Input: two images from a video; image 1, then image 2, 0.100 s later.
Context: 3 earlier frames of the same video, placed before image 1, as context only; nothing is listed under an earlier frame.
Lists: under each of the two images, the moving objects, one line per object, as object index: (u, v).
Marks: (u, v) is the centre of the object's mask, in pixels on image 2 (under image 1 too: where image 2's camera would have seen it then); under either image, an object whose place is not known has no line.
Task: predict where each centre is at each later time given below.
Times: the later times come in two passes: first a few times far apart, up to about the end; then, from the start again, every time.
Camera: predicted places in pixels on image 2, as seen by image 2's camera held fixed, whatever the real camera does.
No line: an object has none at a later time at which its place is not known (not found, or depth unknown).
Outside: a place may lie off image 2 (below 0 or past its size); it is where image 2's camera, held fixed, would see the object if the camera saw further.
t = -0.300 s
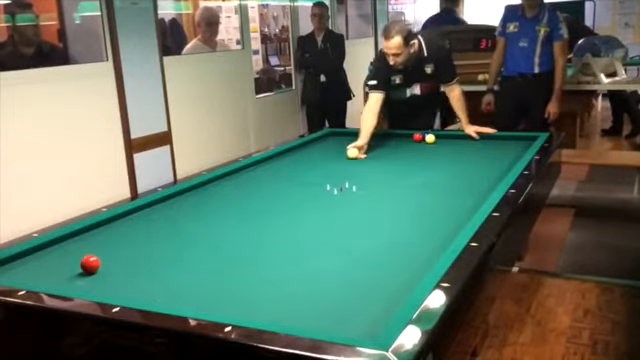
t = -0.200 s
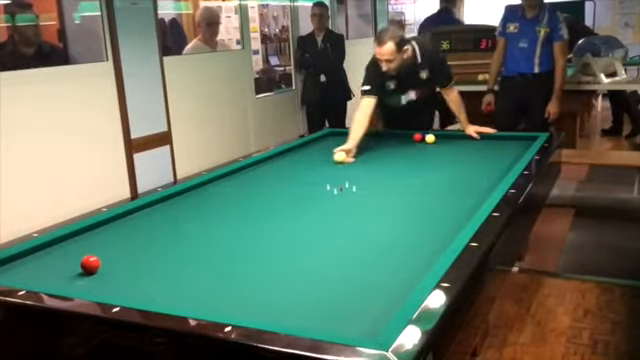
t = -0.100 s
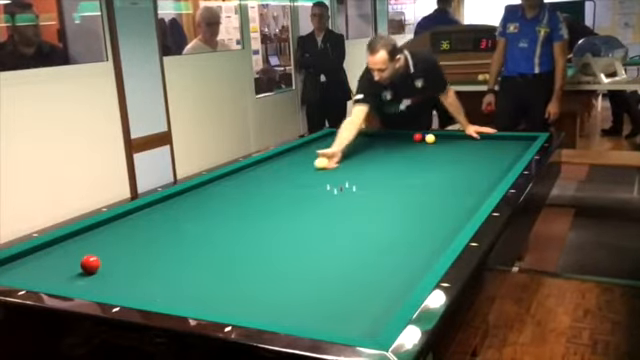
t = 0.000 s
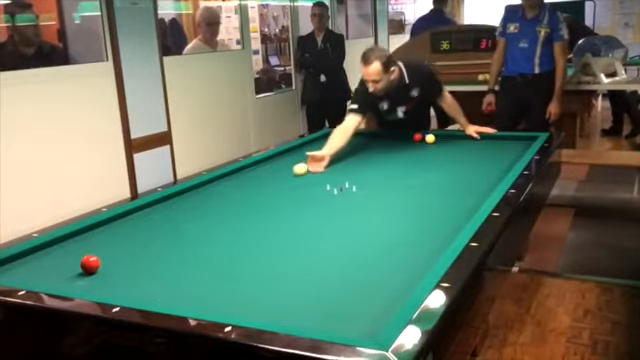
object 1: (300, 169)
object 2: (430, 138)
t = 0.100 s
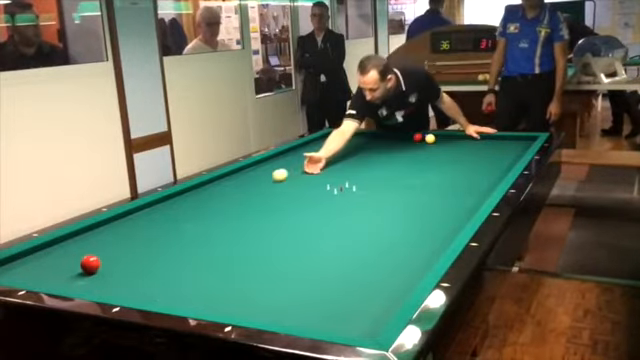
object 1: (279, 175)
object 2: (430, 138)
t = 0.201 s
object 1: (260, 180)
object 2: (430, 138)
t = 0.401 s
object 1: (219, 192)
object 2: (430, 138)
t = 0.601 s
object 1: (174, 206)
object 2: (430, 138)
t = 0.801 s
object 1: (120, 221)
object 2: (430, 138)
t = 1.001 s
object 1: (63, 239)
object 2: (430, 138)
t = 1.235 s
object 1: (10, 264)
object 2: (430, 138)
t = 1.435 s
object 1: (23, 262)
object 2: (430, 138)
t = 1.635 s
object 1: (62, 250)
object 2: (430, 138)
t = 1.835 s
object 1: (95, 239)
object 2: (430, 138)
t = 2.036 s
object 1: (124, 230)
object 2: (430, 138)
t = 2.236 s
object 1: (151, 222)
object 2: (430, 138)
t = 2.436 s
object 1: (176, 214)
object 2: (430, 138)
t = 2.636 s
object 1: (198, 207)
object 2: (430, 138)
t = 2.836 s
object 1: (219, 201)
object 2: (430, 138)
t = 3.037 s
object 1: (238, 195)
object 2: (430, 138)
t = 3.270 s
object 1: (258, 189)
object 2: (430, 138)
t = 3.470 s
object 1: (274, 184)
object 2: (430, 138)
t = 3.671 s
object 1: (290, 179)
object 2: (430, 138)
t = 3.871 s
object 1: (304, 175)
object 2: (430, 138)
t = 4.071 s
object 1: (317, 170)
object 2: (430, 138)
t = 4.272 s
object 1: (330, 167)
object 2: (430, 138)
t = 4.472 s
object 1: (341, 163)
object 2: (430, 138)
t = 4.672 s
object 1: (352, 160)
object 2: (430, 138)
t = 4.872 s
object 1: (363, 157)
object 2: (430, 138)
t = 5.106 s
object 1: (374, 153)
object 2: (430, 138)
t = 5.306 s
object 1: (383, 150)
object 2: (430, 138)
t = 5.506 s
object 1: (392, 148)
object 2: (430, 138)
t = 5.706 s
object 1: (400, 145)
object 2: (430, 138)
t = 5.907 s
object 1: (408, 143)
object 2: (430, 138)
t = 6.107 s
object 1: (415, 140)
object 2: (430, 138)
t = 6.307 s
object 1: (420, 138)
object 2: (431, 137)
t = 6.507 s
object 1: (421, 138)
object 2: (438, 137)
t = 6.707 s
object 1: (423, 137)
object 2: (444, 137)
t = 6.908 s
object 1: (424, 137)
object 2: (449, 136)
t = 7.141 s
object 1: (424, 137)
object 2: (455, 136)
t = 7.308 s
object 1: (425, 137)
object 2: (459, 136)
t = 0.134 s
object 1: (273, 177)
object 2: (430, 138)
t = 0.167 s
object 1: (266, 179)
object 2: (430, 138)
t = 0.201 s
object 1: (260, 180)
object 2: (430, 138)
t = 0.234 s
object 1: (253, 182)
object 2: (430, 138)
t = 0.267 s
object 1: (247, 184)
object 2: (430, 138)
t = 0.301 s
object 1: (240, 186)
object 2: (430, 138)
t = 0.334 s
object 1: (233, 188)
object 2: (430, 138)
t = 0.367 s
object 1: (226, 190)
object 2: (430, 138)
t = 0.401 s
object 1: (219, 192)
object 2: (430, 138)
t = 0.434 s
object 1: (212, 194)
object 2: (430, 138)
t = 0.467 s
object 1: (205, 197)
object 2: (430, 138)
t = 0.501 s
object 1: (197, 199)
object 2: (430, 138)
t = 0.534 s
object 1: (189, 201)
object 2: (430, 138)
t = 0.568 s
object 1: (182, 203)
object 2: (430, 138)
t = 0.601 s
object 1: (174, 206)
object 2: (430, 138)
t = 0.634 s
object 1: (165, 208)
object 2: (430, 138)
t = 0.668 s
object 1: (157, 211)
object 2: (430, 138)
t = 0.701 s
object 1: (148, 213)
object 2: (430, 138)
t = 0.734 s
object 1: (138, 216)
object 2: (430, 138)
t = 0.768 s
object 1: (130, 218)
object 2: (430, 138)
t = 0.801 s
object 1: (120, 221)
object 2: (430, 138)
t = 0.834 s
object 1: (110, 224)
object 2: (430, 138)
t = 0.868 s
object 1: (101, 226)
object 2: (430, 138)
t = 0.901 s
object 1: (91, 229)
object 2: (430, 138)
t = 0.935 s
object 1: (81, 232)
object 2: (430, 138)
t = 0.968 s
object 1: (70, 235)
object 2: (430, 138)
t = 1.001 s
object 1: (63, 239)
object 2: (430, 138)
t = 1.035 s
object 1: (56, 242)
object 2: (430, 138)
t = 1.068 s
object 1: (49, 246)
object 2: (430, 138)
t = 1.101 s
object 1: (42, 249)
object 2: (430, 138)
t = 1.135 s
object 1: (34, 253)
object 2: (430, 138)
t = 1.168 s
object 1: (26, 256)
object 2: (430, 138)
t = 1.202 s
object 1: (18, 260)
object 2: (430, 138)
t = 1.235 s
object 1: (10, 264)
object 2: (430, 138)
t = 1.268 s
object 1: (6, 268)
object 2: (430, 138)
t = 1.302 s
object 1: (2, 271)
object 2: (430, 138)
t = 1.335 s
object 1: (4, 270)
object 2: (430, 138)
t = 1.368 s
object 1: (8, 268)
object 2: (430, 137)
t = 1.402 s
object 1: (15, 265)
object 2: (430, 138)
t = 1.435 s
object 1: (23, 262)
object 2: (430, 138)
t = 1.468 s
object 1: (30, 260)
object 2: (430, 138)
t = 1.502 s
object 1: (38, 258)
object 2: (430, 138)
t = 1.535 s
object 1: (44, 256)
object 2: (430, 138)
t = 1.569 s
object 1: (51, 254)
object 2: (430, 138)
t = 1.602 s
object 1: (57, 252)
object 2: (430, 138)
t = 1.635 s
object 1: (62, 250)
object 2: (430, 138)
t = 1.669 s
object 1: (68, 248)
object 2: (430, 137)
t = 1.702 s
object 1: (74, 246)
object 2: (430, 138)
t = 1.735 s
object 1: (79, 245)
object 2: (430, 138)
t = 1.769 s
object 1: (84, 243)
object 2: (430, 138)
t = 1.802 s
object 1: (90, 241)
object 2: (430, 138)
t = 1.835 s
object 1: (95, 239)
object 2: (430, 138)
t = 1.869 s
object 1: (100, 238)
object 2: (430, 138)
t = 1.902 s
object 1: (105, 236)
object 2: (430, 138)
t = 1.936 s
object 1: (110, 235)
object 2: (430, 138)
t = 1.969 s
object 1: (115, 233)
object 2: (430, 138)
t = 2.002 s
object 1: (119, 232)
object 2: (430, 138)
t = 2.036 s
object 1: (124, 230)
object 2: (430, 138)
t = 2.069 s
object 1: (128, 229)
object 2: (430, 138)
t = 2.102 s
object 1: (133, 227)
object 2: (430, 138)
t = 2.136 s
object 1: (138, 226)
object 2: (430, 138)
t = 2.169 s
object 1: (142, 225)
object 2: (430, 138)
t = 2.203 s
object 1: (146, 223)
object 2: (430, 138)
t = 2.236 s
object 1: (151, 222)
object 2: (430, 138)
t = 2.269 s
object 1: (155, 221)
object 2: (430, 138)
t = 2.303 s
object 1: (160, 220)
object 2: (430, 138)
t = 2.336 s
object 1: (164, 218)
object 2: (430, 138)
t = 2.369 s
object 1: (168, 217)
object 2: (430, 138)
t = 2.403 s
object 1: (172, 216)
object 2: (430, 138)
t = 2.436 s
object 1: (176, 214)
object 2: (430, 138)
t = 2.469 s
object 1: (180, 213)
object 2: (430, 138)
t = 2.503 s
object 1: (184, 212)
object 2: (430, 138)
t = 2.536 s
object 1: (187, 211)
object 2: (430, 138)
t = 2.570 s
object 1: (191, 210)
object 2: (430, 138)
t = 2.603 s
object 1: (195, 208)
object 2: (430, 138)
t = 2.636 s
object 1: (198, 207)
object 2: (430, 138)
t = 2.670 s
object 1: (202, 206)
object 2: (430, 138)
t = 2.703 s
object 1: (205, 205)
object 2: (430, 138)
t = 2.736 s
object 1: (209, 204)
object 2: (430, 138)
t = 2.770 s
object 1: (212, 203)
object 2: (430, 138)
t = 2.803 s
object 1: (215, 202)
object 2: (430, 138)
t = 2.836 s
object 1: (219, 201)
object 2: (430, 138)
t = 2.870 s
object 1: (222, 200)
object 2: (430, 138)
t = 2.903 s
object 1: (225, 199)
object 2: (430, 138)
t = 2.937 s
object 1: (229, 198)
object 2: (430, 138)
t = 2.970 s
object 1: (231, 197)
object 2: (430, 138)
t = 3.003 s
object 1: (235, 196)
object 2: (430, 138)
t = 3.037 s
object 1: (238, 195)
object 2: (430, 138)
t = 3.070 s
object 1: (241, 194)
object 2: (430, 138)
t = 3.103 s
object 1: (244, 193)
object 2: (430, 138)
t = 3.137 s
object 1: (246, 192)
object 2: (430, 138)
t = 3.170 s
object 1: (249, 191)
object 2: (430, 138)
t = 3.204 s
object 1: (253, 190)
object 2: (430, 138)
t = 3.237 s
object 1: (255, 190)
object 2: (430, 138)
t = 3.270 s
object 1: (258, 189)
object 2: (430, 138)
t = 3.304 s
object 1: (261, 188)
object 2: (430, 138)
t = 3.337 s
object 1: (264, 187)
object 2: (430, 138)
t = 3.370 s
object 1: (266, 186)
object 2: (430, 138)
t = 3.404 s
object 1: (269, 185)
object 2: (430, 138)
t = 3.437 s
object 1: (272, 184)
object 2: (430, 138)
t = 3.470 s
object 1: (274, 184)
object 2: (430, 138)
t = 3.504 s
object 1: (277, 183)
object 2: (430, 138)
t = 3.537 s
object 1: (280, 182)
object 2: (430, 138)
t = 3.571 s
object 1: (282, 181)
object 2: (430, 138)
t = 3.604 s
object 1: (285, 180)
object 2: (430, 138)
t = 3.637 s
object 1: (287, 180)
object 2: (430, 138)
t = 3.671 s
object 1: (290, 179)
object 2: (430, 138)
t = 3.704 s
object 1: (292, 178)
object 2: (430, 138)
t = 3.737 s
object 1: (294, 177)
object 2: (430, 138)
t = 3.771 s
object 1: (297, 177)
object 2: (430, 138)
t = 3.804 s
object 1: (299, 176)
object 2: (430, 138)
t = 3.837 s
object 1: (302, 175)
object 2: (430, 138)
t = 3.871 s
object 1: (304, 175)
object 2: (430, 138)
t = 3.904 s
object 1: (306, 174)
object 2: (430, 138)
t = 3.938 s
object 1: (308, 173)
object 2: (430, 138)
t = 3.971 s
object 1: (310, 172)
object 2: (430, 138)
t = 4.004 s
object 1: (313, 172)
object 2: (430, 138)
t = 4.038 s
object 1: (315, 171)
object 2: (430, 138)
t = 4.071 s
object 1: (317, 170)
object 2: (430, 138)
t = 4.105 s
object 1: (319, 170)
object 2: (430, 138)
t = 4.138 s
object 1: (321, 169)
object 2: (430, 138)
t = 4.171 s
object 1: (323, 169)
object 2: (430, 138)
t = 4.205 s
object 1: (326, 168)
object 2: (430, 138)
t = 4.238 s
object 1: (327, 167)
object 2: (430, 138)
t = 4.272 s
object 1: (330, 167)
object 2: (430, 138)
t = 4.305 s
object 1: (332, 166)
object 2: (430, 138)
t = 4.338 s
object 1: (334, 166)
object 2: (430, 138)
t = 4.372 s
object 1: (336, 165)
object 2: (430, 138)
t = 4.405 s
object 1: (338, 164)
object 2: (430, 138)
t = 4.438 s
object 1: (339, 164)
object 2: (430, 138)
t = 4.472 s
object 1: (341, 163)
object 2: (430, 138)
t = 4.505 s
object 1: (343, 163)
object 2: (430, 138)
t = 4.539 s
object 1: (345, 162)
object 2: (430, 138)
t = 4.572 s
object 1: (347, 161)
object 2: (430, 138)
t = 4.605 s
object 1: (349, 161)
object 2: (430, 138)
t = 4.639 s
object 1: (351, 160)
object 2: (430, 138)
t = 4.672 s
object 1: (352, 160)
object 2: (430, 138)
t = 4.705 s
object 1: (354, 159)
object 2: (430, 138)
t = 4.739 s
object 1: (356, 159)
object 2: (430, 138)
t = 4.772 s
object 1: (357, 158)
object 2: (430, 138)
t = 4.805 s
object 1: (359, 158)
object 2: (430, 138)
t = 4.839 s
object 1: (361, 157)
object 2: (430, 138)
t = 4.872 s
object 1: (363, 157)
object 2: (430, 138)
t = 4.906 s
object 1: (364, 156)
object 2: (430, 138)
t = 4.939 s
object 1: (366, 156)
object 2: (430, 138)
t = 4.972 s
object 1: (368, 155)
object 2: (430, 138)
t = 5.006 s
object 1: (369, 155)
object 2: (430, 138)
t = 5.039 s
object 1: (371, 154)
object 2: (430, 138)
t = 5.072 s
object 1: (372, 154)
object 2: (430, 138)
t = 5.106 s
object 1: (374, 153)
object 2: (430, 138)
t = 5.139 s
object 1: (376, 153)
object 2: (430, 138)
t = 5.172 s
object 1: (377, 152)
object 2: (430, 138)
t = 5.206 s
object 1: (379, 152)
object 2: (430, 138)
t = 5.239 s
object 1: (380, 151)
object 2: (430, 138)
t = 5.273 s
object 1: (382, 151)
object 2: (430, 138)
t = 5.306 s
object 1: (383, 150)
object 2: (430, 138)
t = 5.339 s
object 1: (384, 150)
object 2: (430, 138)
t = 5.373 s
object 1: (386, 150)
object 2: (430, 138)
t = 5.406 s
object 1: (387, 149)
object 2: (430, 138)
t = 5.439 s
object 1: (389, 149)
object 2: (430, 138)
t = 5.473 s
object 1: (390, 148)
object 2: (430, 138)
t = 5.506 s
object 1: (392, 148)
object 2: (430, 138)
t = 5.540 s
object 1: (393, 147)
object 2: (430, 138)
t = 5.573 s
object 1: (394, 147)
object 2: (430, 138)
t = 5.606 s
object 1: (396, 146)
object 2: (430, 138)
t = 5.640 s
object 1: (397, 146)
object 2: (430, 138)
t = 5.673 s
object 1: (399, 146)
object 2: (430, 138)
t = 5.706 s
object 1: (400, 145)
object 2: (430, 138)
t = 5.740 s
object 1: (401, 145)
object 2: (430, 138)
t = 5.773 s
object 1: (403, 144)
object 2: (430, 138)
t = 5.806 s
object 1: (404, 144)
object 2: (430, 138)
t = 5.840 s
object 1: (405, 144)
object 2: (430, 138)
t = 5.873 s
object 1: (406, 143)
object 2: (430, 138)
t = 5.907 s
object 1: (408, 143)
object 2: (430, 138)
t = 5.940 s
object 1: (409, 143)
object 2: (430, 138)
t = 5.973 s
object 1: (410, 142)
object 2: (430, 138)
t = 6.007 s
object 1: (411, 142)
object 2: (430, 138)
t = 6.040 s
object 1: (412, 142)
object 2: (430, 138)
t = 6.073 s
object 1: (414, 141)
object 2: (430, 138)
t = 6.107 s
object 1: (415, 140)
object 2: (430, 138)
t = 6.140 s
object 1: (416, 140)
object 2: (430, 138)
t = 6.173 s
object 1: (418, 140)
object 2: (430, 137)
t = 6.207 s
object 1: (419, 139)
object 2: (430, 137)
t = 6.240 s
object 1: (419, 139)
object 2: (430, 137)
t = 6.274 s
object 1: (420, 139)
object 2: (430, 137)
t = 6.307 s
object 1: (420, 138)
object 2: (431, 137)
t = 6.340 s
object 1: (420, 138)
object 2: (433, 137)
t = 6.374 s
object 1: (420, 138)
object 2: (434, 137)
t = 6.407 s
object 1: (420, 138)
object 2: (435, 137)
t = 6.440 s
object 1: (420, 138)
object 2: (436, 137)
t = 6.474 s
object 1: (421, 138)
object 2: (437, 137)
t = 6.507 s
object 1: (421, 138)
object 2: (438, 137)
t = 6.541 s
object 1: (422, 138)
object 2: (439, 137)
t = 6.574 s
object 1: (422, 138)
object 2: (440, 137)
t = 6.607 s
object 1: (422, 138)
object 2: (441, 137)
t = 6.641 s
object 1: (423, 138)
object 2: (442, 137)
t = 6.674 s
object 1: (423, 137)
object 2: (442, 137)
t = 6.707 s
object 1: (423, 137)
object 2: (444, 137)
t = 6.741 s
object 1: (423, 137)
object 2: (444, 137)
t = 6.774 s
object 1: (423, 137)
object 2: (445, 137)
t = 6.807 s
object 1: (424, 137)
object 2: (446, 137)
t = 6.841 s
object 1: (424, 137)
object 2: (447, 137)
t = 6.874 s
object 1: (424, 137)
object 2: (448, 136)
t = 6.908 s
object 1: (424, 137)
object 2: (449, 136)
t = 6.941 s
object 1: (424, 137)
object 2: (450, 136)
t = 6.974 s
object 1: (424, 137)
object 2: (451, 136)
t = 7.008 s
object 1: (424, 137)
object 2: (452, 136)
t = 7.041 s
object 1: (424, 137)
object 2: (452, 136)
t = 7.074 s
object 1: (424, 137)
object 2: (453, 136)
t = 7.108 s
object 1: (424, 137)
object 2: (454, 136)
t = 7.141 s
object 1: (424, 137)
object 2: (455, 136)
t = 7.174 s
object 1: (424, 137)
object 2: (456, 136)
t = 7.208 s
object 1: (425, 137)
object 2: (457, 136)
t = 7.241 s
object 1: (425, 137)
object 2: (458, 136)
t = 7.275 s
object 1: (425, 137)
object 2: (458, 136)
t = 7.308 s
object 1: (425, 137)
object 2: (459, 136)
